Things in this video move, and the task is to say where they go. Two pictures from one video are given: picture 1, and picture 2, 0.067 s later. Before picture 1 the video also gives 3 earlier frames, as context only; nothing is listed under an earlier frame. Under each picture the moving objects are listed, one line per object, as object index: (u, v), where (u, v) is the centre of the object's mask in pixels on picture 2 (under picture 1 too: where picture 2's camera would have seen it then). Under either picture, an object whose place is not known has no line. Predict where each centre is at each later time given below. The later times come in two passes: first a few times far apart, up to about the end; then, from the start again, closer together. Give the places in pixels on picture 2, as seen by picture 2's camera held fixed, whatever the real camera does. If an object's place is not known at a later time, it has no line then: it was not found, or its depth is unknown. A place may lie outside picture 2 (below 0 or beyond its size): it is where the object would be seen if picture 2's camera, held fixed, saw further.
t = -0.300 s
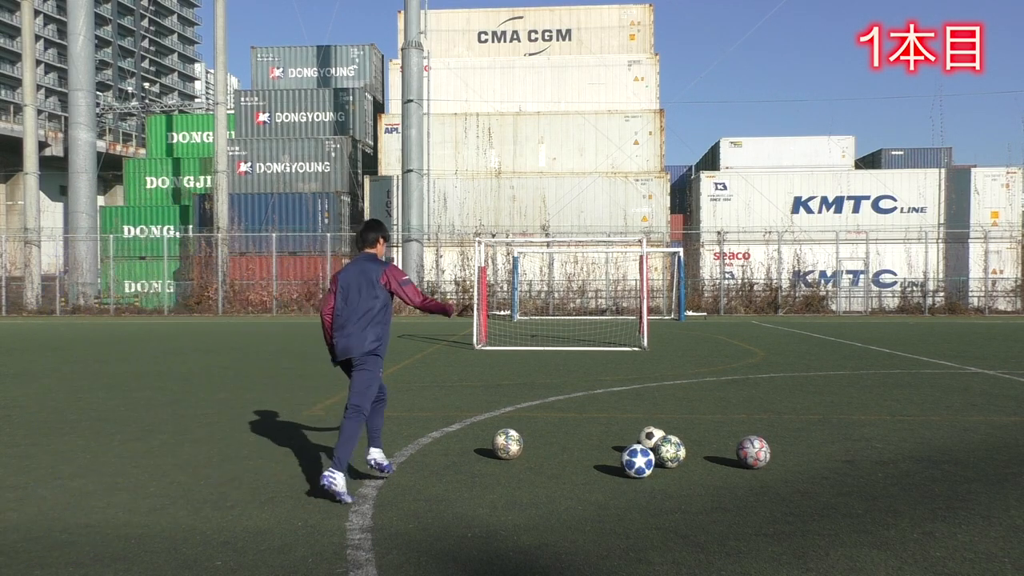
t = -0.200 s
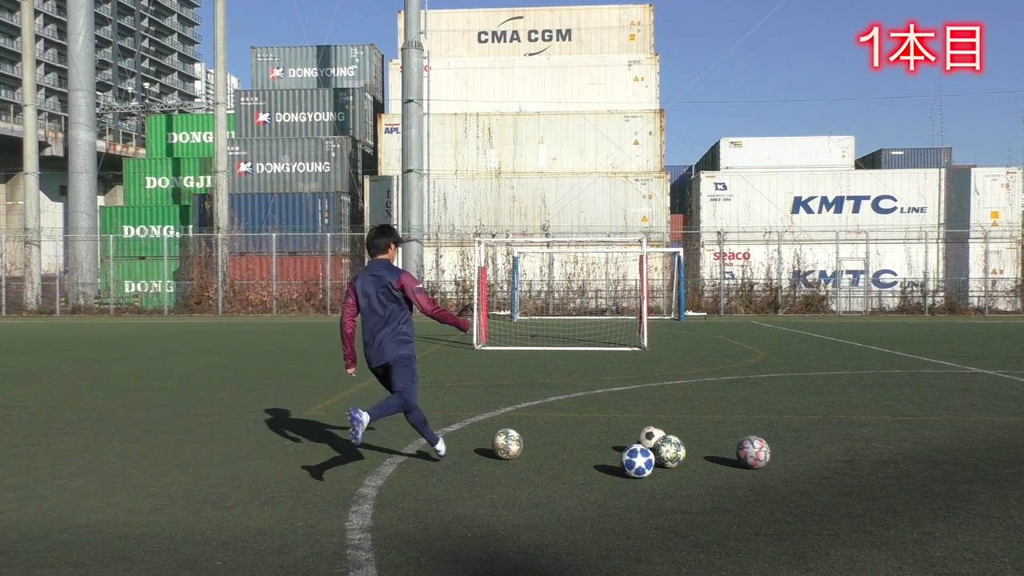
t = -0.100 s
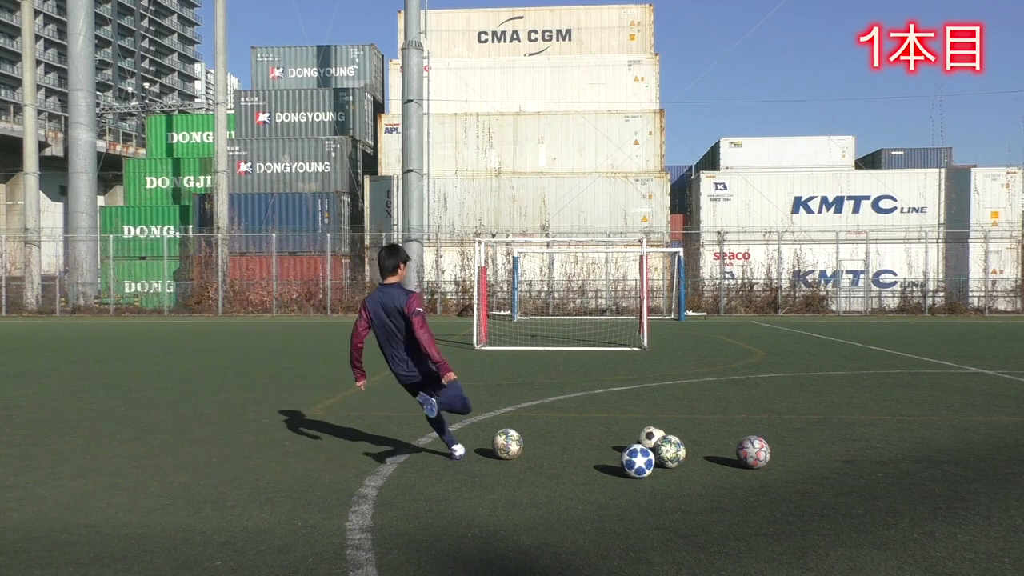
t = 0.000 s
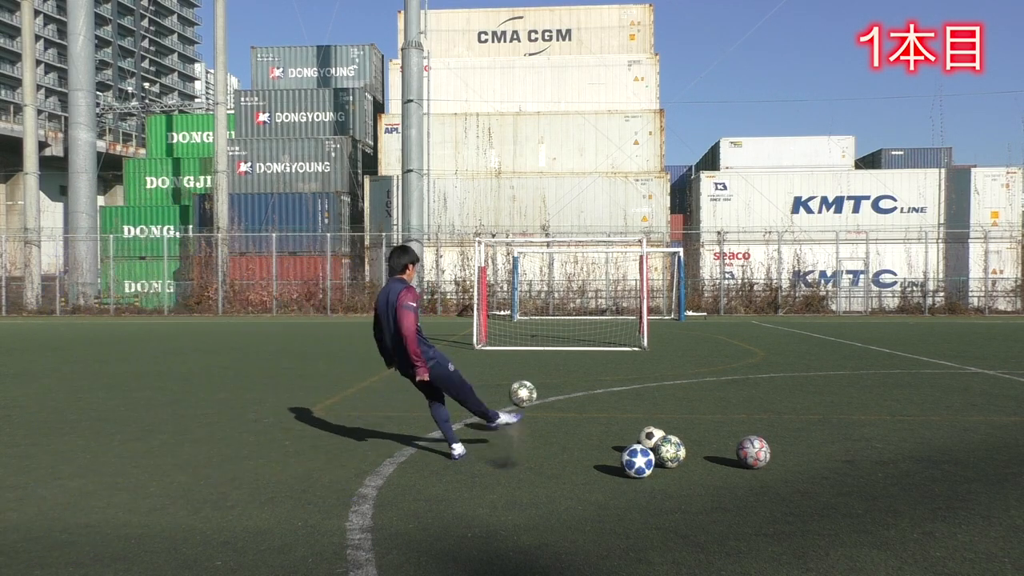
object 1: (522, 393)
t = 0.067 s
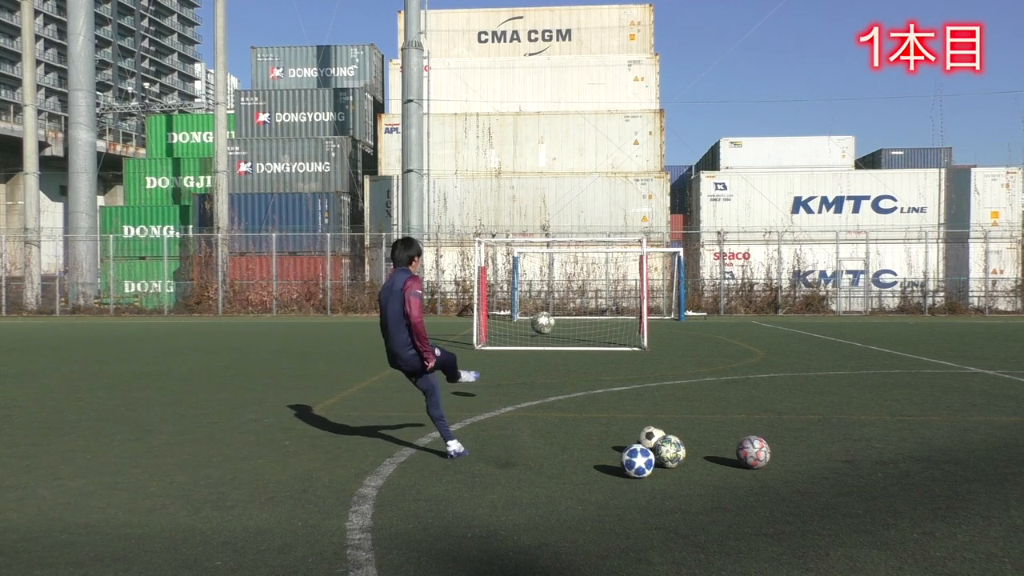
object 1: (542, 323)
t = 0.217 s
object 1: (568, 240)
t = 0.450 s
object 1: (579, 199)
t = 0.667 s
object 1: (577, 200)
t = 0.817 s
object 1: (572, 210)
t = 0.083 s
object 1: (547, 309)
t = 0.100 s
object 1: (549, 297)
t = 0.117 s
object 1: (553, 287)
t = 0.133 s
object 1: (557, 277)
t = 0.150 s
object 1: (559, 268)
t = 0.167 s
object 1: (562, 260)
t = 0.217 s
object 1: (568, 240)
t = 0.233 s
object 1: (570, 235)
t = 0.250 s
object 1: (572, 230)
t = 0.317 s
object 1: (576, 215)
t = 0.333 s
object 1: (577, 212)
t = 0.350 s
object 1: (577, 210)
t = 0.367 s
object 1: (578, 207)
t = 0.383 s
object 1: (578, 205)
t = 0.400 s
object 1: (579, 203)
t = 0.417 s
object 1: (579, 202)
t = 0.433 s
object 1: (579, 200)
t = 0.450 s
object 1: (579, 199)
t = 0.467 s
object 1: (579, 198)
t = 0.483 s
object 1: (579, 198)
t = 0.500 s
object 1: (579, 197)
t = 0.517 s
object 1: (579, 197)
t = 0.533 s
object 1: (579, 196)
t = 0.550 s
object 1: (579, 196)
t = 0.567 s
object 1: (579, 196)
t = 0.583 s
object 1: (579, 197)
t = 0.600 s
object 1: (579, 197)
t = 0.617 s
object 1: (578, 198)
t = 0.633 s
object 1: (578, 198)
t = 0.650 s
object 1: (577, 199)
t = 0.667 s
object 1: (577, 200)
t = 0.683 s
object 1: (577, 200)
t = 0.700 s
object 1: (576, 201)
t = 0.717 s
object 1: (576, 202)
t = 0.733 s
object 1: (575, 203)
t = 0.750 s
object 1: (574, 205)
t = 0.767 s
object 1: (574, 206)
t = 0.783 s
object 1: (573, 207)
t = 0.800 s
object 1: (573, 208)
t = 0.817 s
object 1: (572, 210)
